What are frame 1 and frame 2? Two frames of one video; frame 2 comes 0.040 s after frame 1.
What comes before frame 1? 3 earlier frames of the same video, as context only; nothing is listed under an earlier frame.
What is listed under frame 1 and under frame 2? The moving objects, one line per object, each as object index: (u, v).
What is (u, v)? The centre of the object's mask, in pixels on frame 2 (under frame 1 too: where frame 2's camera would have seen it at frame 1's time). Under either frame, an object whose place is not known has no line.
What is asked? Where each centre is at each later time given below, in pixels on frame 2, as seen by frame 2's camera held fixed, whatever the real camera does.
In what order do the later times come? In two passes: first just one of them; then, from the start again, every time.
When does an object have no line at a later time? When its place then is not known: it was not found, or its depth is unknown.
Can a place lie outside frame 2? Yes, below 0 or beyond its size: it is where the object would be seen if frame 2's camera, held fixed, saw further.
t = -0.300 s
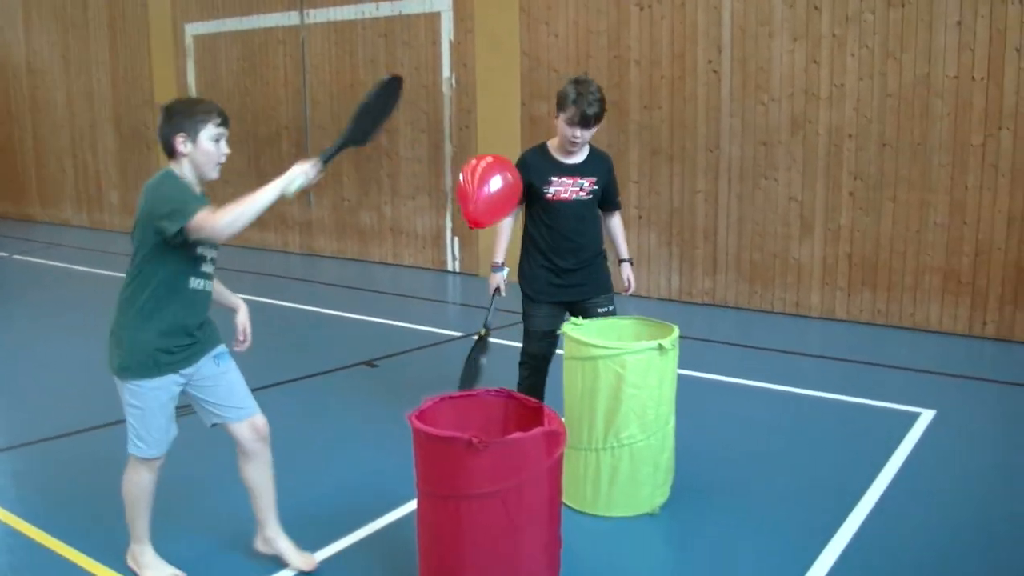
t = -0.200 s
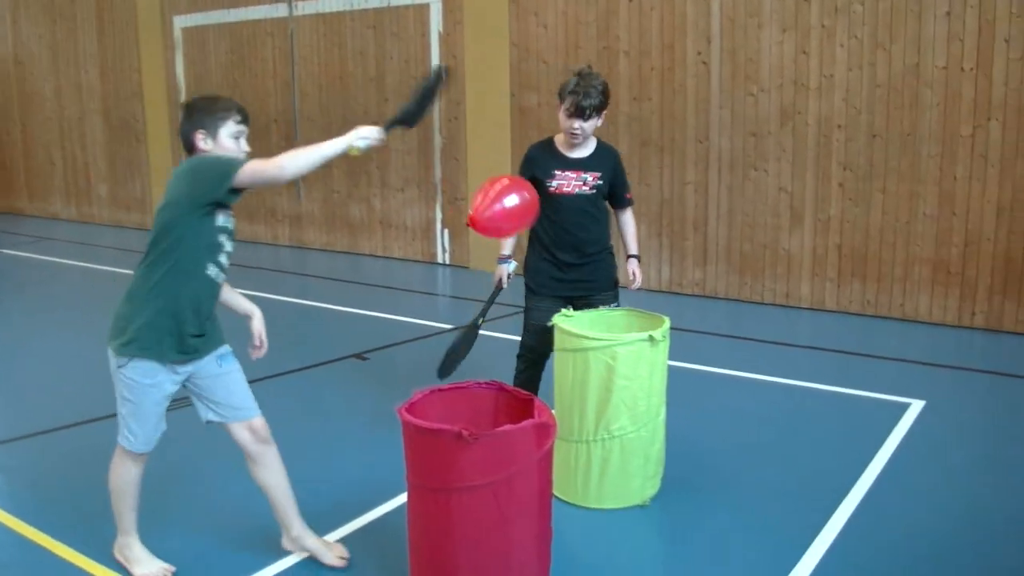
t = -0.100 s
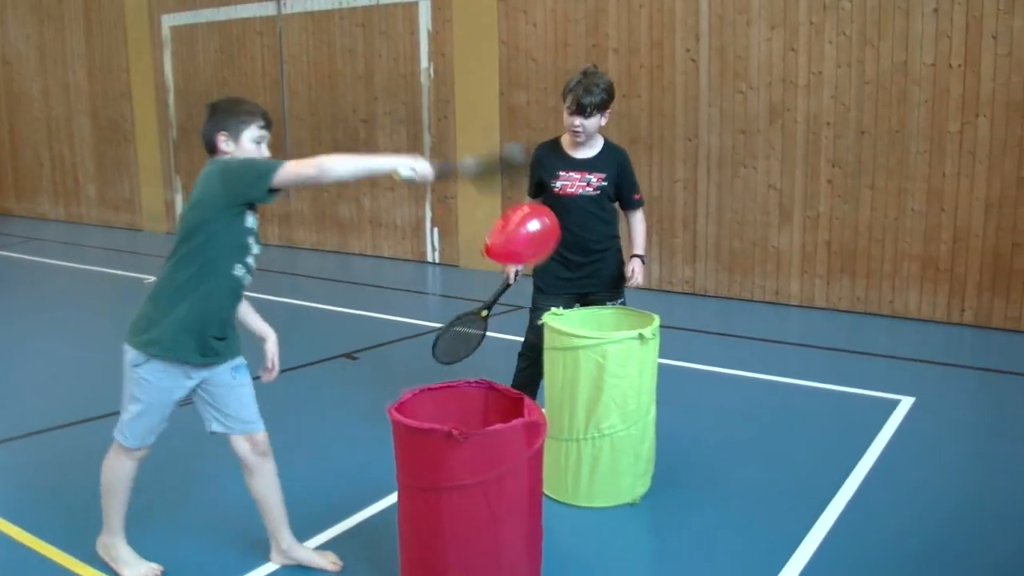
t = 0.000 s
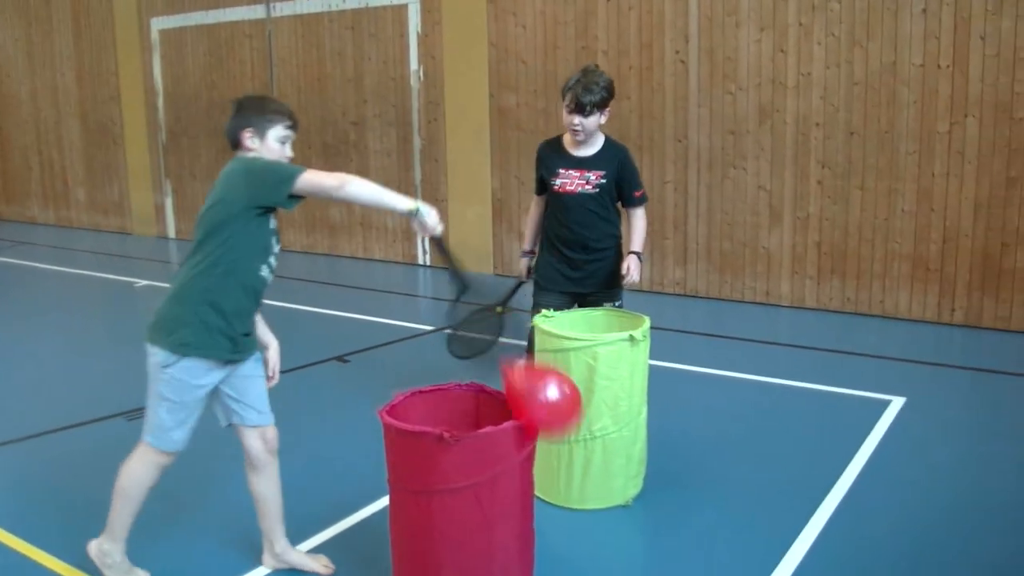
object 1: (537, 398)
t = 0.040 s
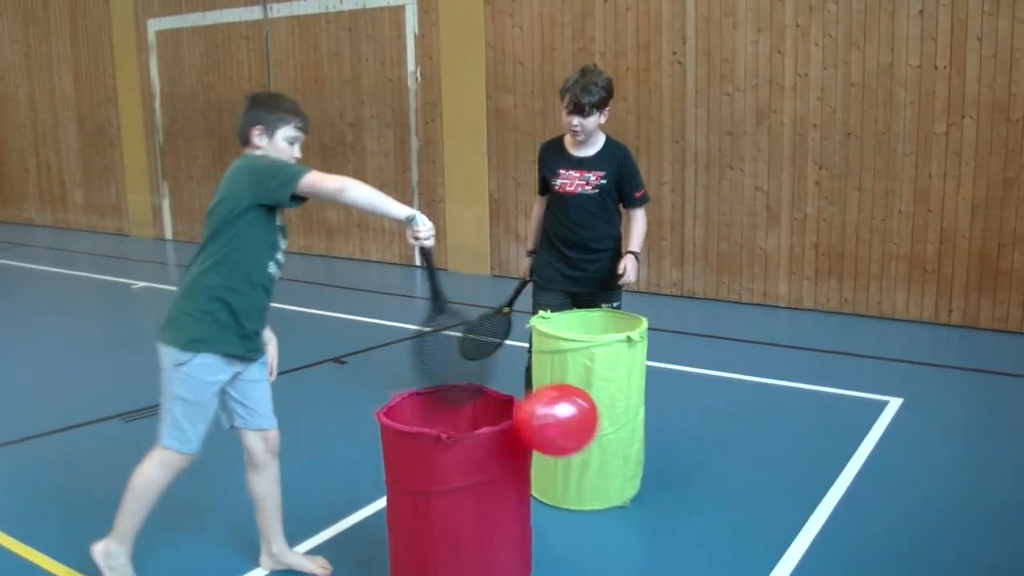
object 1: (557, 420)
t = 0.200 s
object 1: (570, 450)
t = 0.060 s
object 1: (563, 426)
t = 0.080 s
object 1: (567, 431)
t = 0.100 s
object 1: (570, 436)
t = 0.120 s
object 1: (573, 437)
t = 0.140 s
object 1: (574, 440)
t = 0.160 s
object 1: (573, 443)
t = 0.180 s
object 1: (572, 446)
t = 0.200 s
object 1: (570, 450)
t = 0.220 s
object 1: (567, 452)
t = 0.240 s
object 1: (562, 455)
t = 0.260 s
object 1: (558, 459)
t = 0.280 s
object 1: (554, 464)
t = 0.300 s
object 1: (549, 468)
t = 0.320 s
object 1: (543, 472)
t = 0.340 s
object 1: (537, 477)
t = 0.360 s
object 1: (531, 481)
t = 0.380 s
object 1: (525, 486)
